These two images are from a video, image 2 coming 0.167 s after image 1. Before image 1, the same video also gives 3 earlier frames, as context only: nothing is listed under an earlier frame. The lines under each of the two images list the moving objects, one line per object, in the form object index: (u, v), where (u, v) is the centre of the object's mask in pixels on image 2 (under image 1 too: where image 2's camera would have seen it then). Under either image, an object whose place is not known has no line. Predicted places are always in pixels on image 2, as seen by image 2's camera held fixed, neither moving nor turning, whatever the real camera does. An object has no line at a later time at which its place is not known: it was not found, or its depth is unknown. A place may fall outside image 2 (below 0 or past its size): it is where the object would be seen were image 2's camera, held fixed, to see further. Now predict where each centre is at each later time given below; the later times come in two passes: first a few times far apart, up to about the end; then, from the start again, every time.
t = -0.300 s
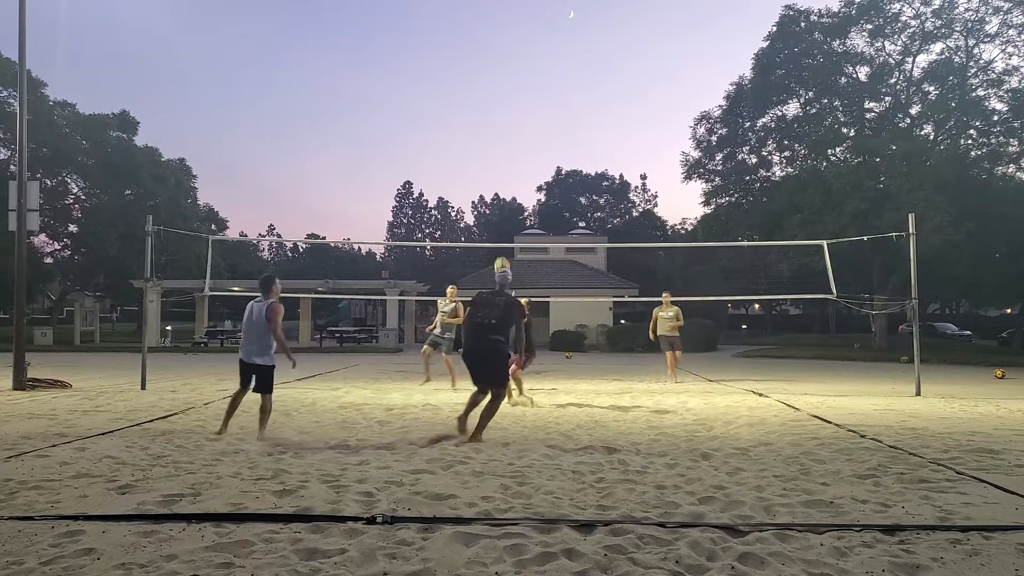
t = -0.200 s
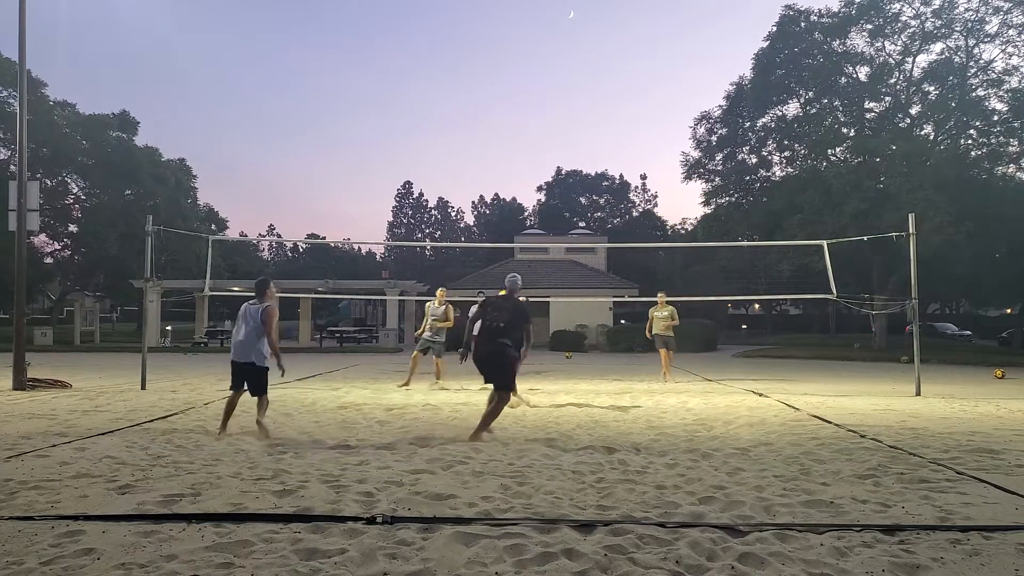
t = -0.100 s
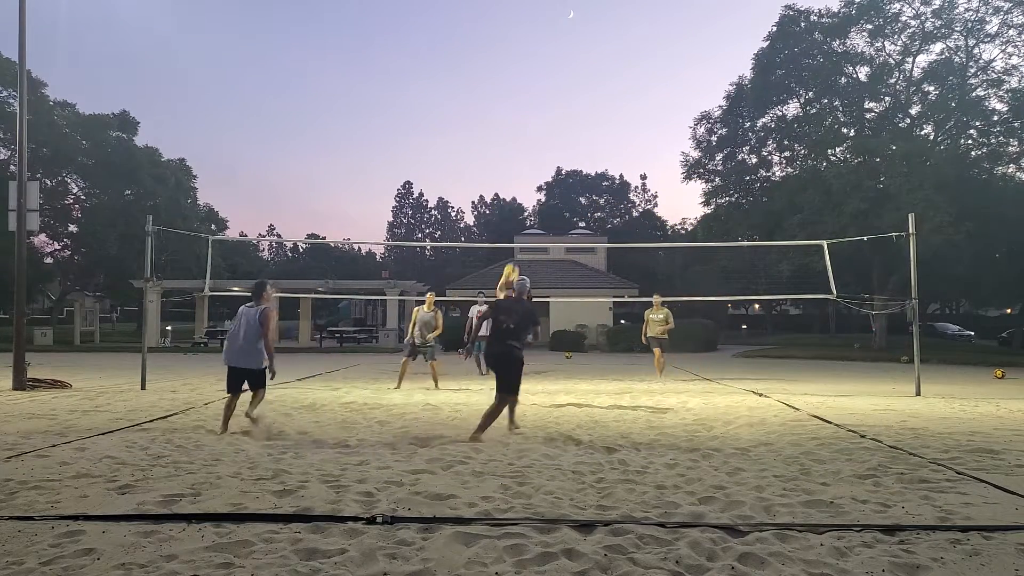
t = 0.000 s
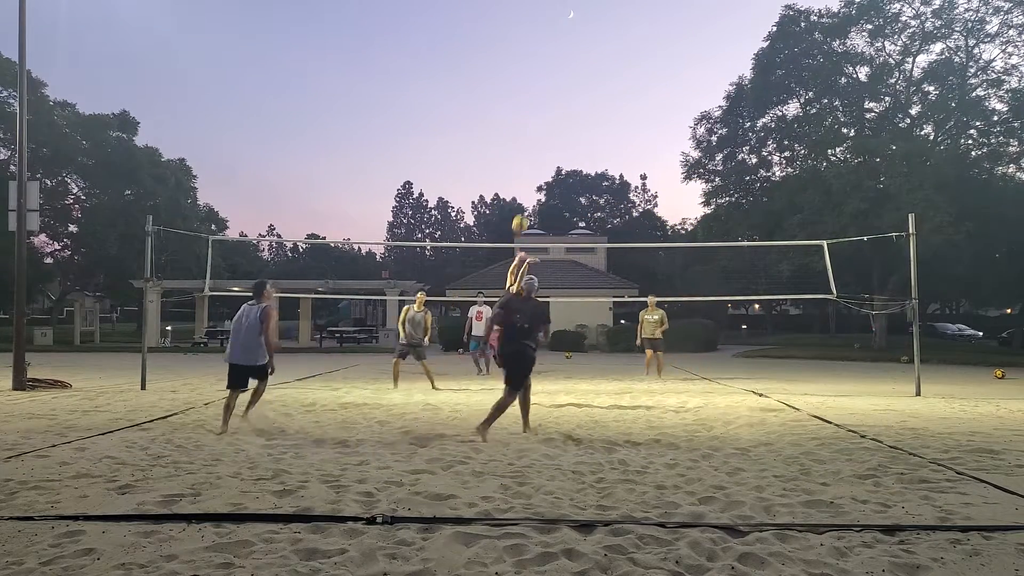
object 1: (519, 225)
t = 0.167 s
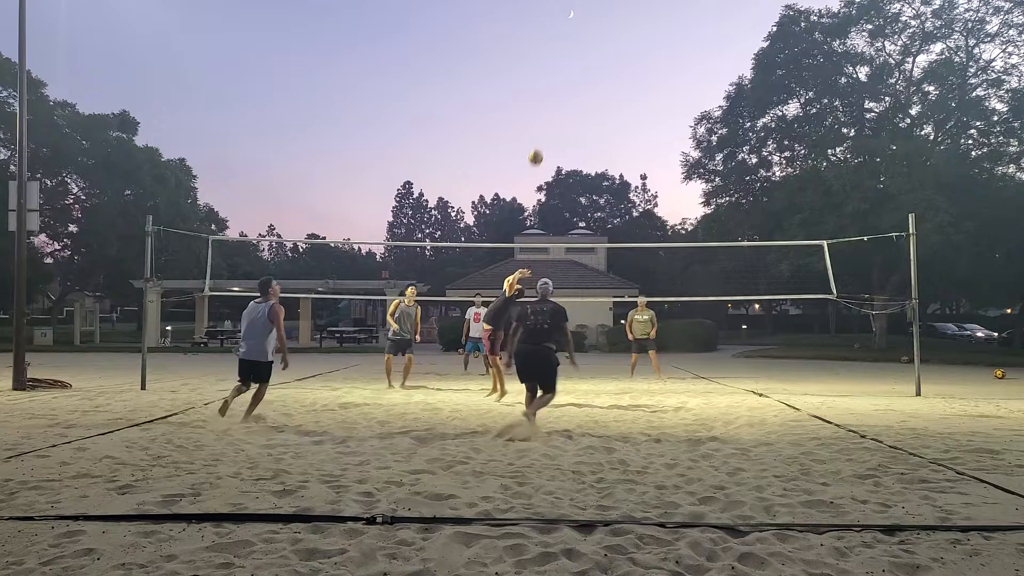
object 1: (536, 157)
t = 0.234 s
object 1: (541, 136)
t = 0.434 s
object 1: (559, 92)
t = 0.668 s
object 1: (580, 76)
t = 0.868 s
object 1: (597, 91)
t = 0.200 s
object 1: (538, 146)
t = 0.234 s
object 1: (541, 136)
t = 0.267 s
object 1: (544, 127)
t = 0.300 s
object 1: (547, 118)
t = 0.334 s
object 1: (550, 110)
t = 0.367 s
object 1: (553, 103)
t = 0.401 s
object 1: (557, 97)
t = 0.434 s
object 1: (559, 92)
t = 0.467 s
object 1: (562, 87)
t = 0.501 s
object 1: (565, 83)
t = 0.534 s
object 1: (569, 80)
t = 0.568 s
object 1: (571, 78)
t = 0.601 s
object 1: (574, 77)
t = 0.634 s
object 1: (577, 76)
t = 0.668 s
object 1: (580, 76)
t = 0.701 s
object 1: (583, 77)
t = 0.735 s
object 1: (586, 78)
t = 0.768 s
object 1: (588, 80)
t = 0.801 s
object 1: (591, 83)
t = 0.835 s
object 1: (594, 87)
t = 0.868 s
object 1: (597, 91)
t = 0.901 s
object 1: (600, 96)
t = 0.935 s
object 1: (603, 102)
